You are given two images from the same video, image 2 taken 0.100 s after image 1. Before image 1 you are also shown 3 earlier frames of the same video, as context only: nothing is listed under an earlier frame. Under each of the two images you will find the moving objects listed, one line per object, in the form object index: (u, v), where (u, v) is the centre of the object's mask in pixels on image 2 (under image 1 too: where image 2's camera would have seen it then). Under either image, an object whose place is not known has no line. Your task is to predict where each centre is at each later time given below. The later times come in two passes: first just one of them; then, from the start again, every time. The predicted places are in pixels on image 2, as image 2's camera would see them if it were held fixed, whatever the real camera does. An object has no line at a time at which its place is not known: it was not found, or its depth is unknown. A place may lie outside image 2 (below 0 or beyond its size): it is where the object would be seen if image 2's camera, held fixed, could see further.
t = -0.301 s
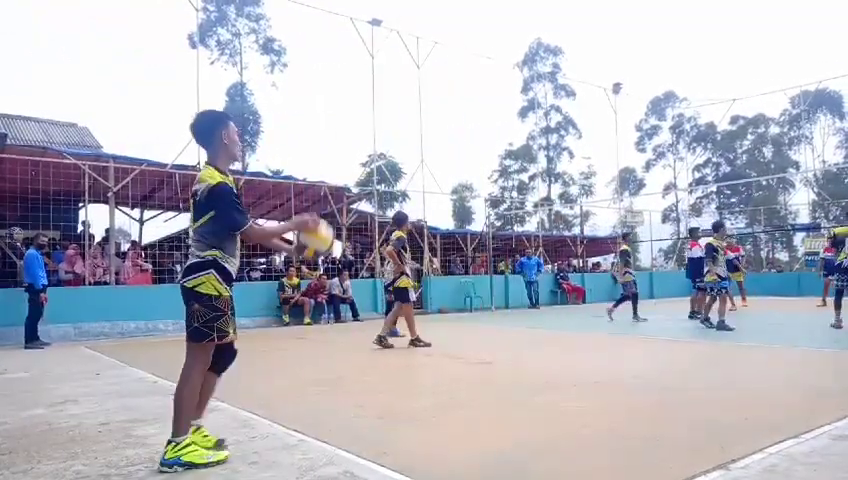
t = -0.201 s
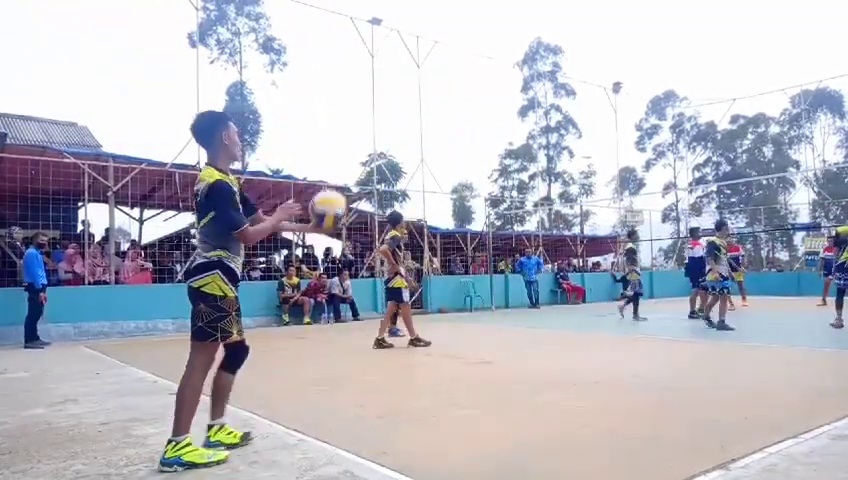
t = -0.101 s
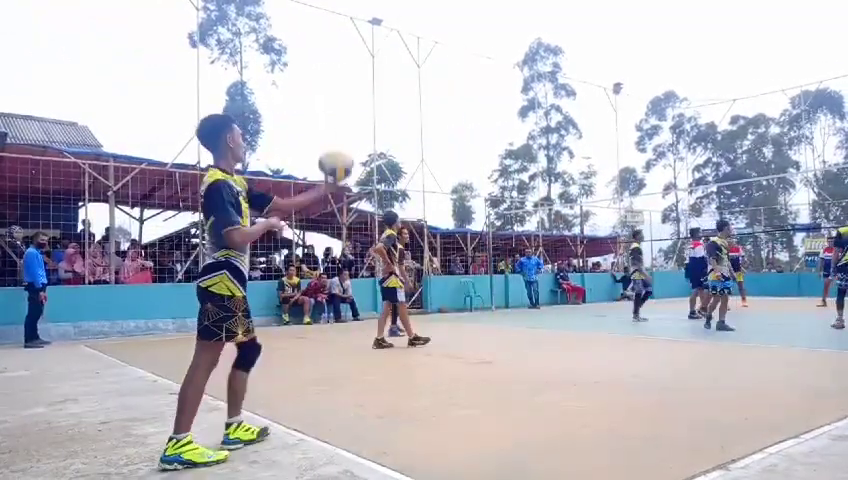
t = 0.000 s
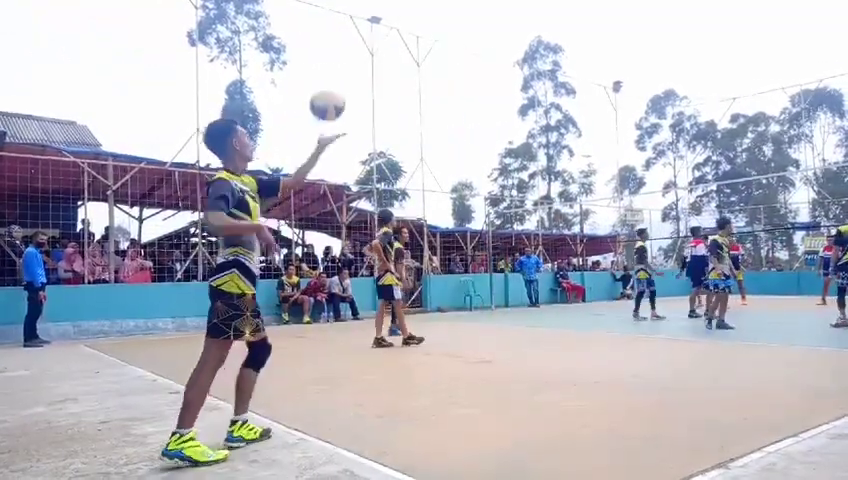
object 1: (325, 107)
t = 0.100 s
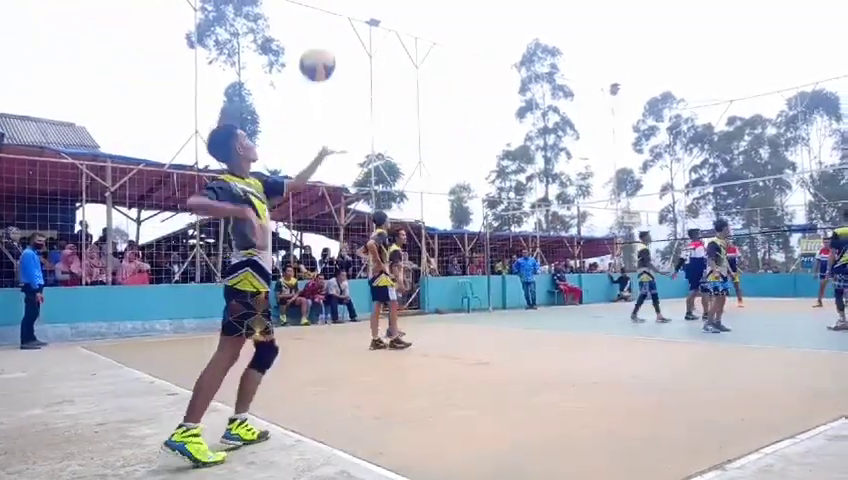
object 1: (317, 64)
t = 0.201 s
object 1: (312, 38)
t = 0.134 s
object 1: (315, 54)
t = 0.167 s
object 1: (314, 45)
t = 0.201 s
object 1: (312, 38)
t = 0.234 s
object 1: (309, 33)
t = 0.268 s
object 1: (306, 30)
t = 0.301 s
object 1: (303, 28)
